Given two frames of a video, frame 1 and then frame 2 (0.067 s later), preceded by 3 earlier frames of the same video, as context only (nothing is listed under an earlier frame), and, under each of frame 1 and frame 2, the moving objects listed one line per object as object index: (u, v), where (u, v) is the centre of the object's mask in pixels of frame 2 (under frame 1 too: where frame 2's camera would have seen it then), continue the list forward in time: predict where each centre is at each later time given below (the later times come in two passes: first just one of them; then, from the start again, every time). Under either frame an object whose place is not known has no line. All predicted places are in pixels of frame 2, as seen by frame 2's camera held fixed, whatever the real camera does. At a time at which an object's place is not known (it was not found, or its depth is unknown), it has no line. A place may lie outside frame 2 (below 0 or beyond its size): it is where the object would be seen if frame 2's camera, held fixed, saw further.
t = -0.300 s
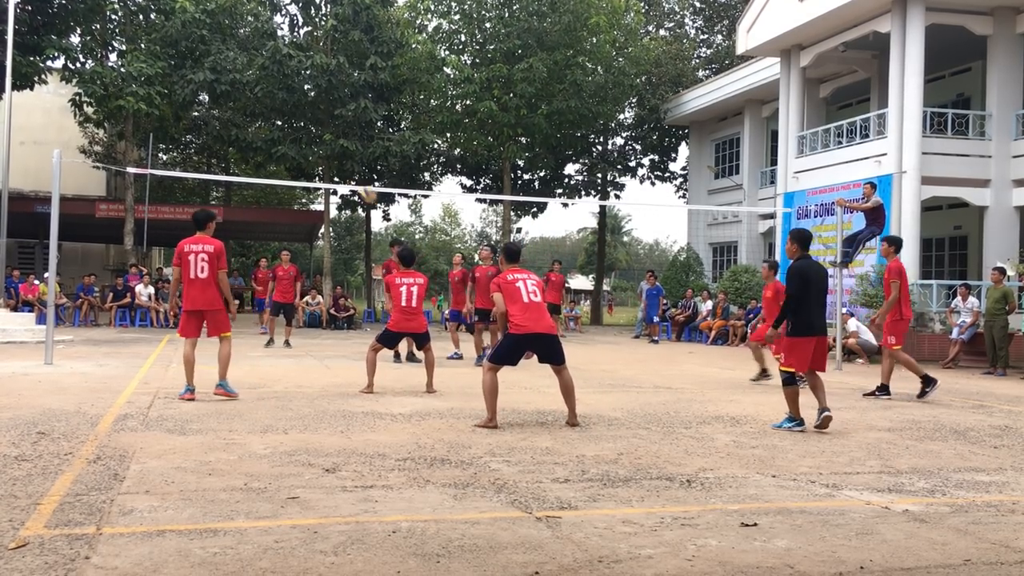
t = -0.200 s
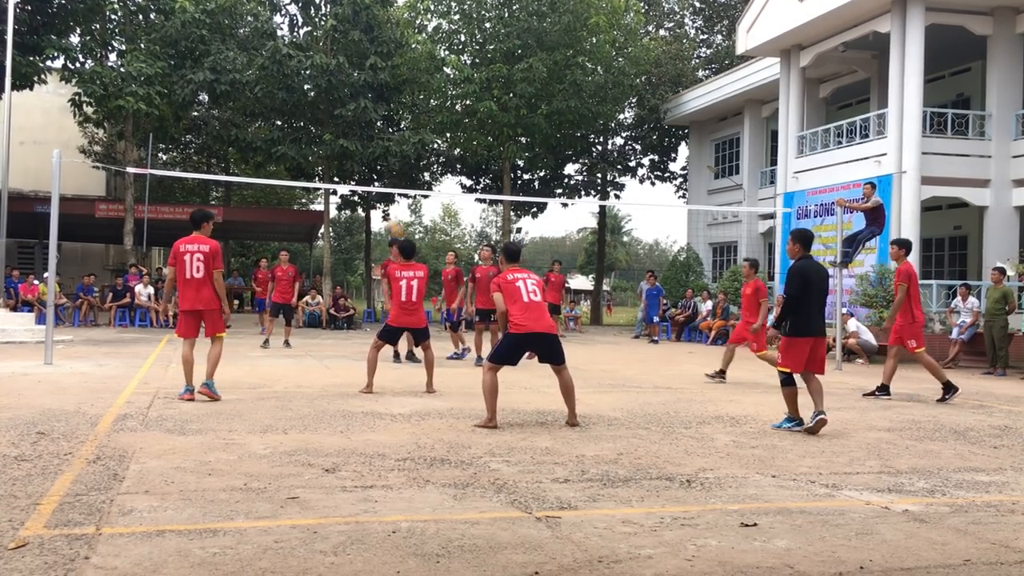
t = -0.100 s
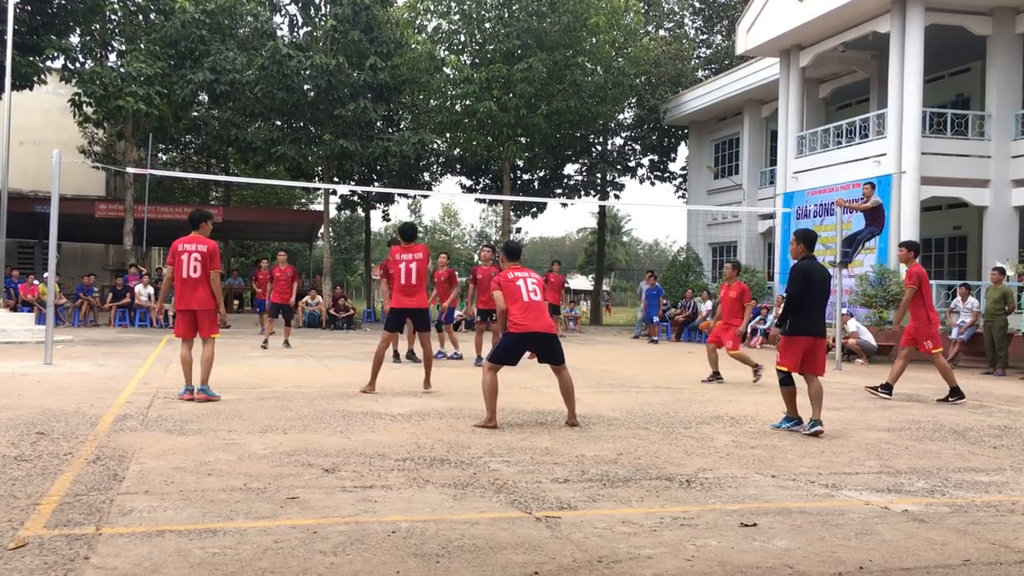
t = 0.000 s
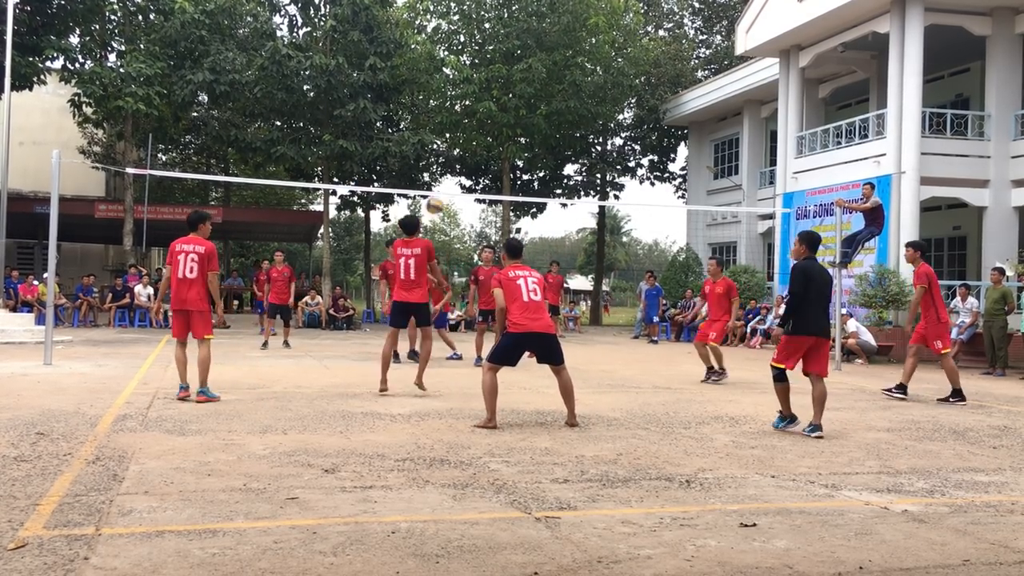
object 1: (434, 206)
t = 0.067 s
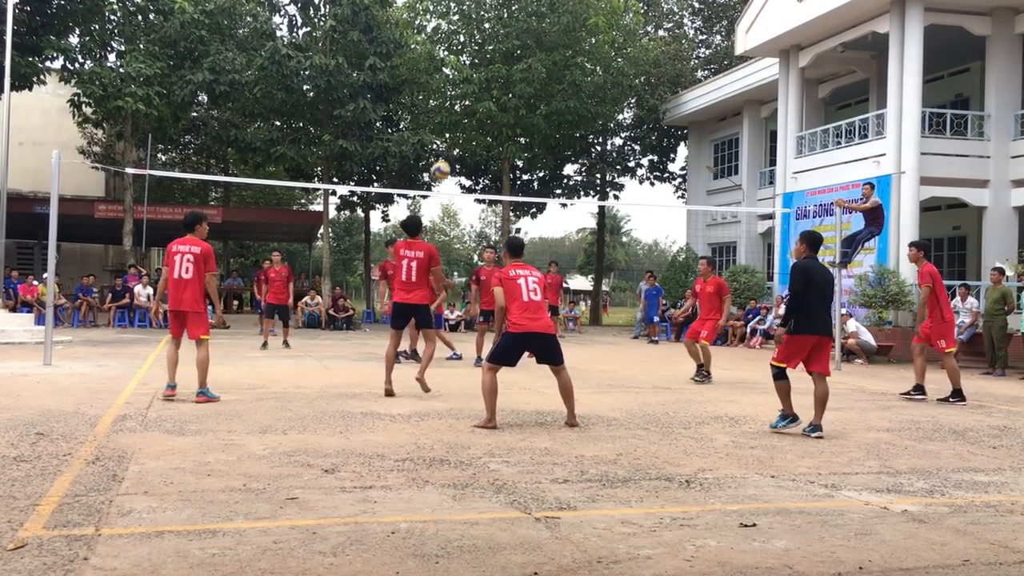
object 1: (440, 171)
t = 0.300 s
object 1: (461, 86)
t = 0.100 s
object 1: (444, 156)
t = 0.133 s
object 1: (447, 140)
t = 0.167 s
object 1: (450, 127)
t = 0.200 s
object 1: (453, 116)
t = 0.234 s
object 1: (456, 104)
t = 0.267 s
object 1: (458, 94)
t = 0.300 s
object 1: (461, 86)
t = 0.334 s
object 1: (464, 78)
